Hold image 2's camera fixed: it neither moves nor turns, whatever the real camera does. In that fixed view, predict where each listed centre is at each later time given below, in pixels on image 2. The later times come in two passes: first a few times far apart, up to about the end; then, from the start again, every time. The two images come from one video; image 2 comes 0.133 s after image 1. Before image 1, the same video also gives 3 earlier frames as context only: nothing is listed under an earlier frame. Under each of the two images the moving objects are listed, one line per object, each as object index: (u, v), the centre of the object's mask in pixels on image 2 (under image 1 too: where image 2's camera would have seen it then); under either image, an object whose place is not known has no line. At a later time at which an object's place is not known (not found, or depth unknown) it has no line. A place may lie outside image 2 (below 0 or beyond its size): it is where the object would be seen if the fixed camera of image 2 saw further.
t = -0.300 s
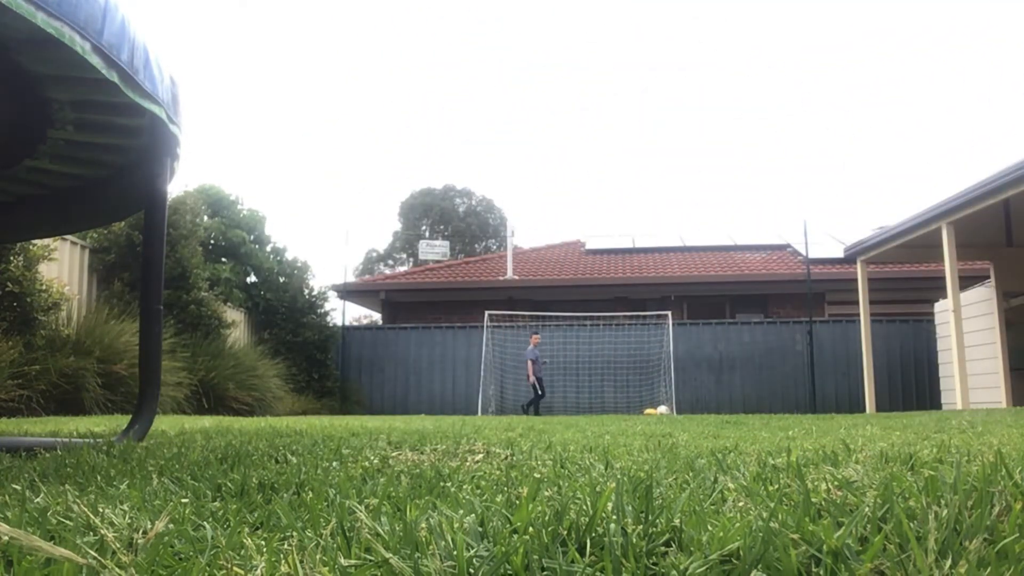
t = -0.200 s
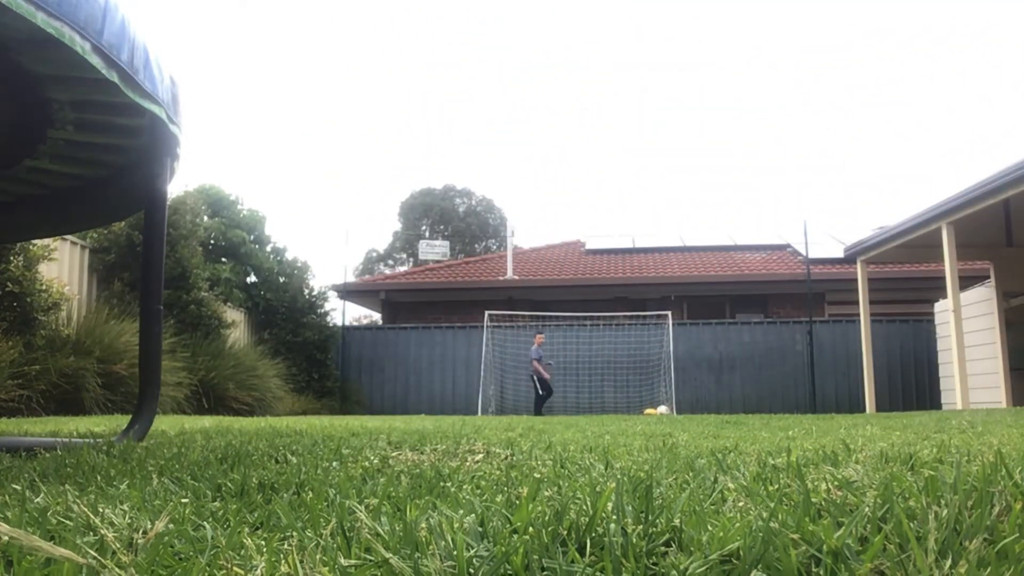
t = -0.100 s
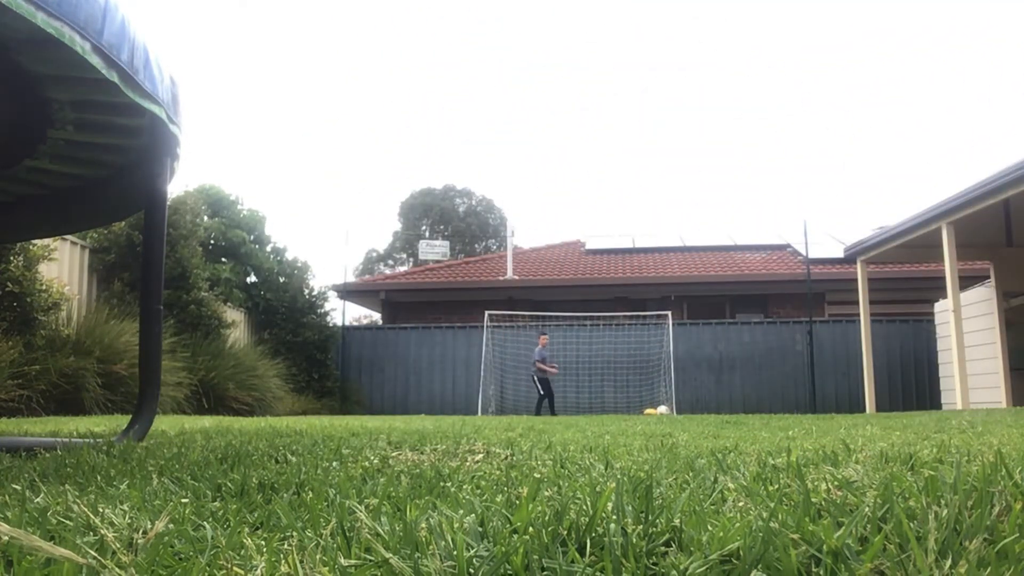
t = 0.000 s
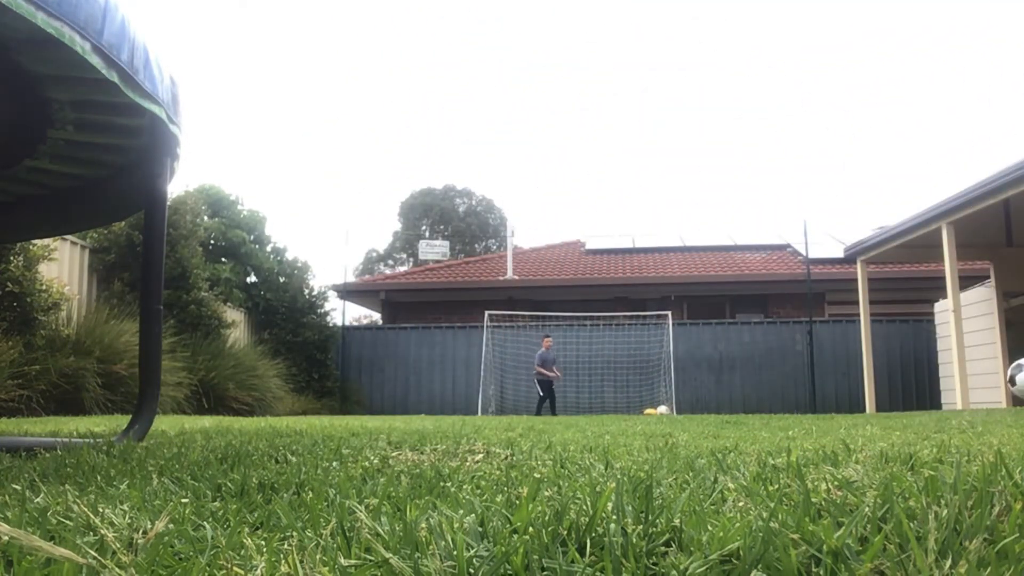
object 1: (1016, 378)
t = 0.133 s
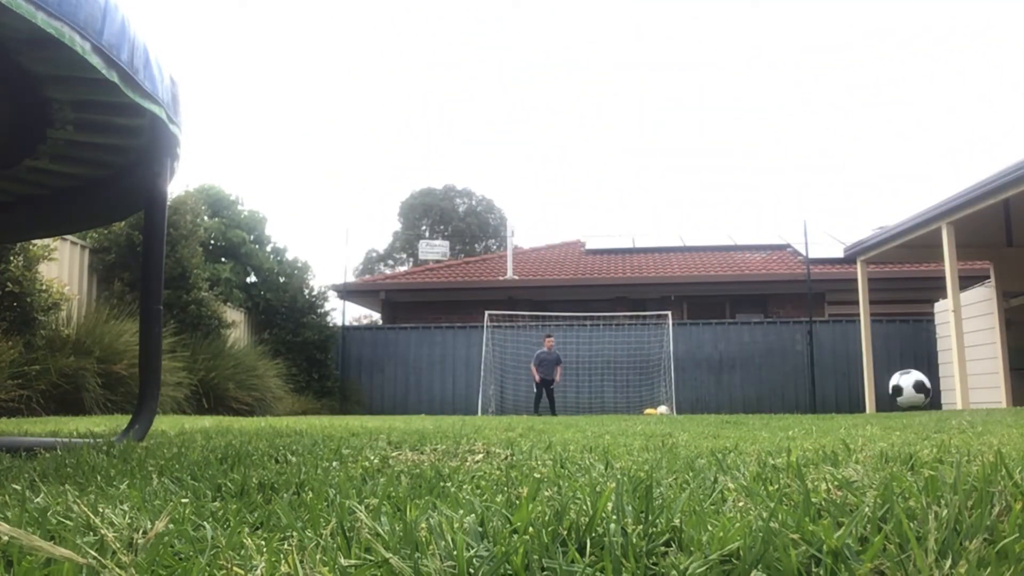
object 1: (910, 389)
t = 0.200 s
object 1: (868, 382)
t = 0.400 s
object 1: (768, 399)
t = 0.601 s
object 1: (691, 402)
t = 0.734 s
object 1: (650, 403)
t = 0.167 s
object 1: (890, 385)
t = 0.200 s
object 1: (868, 382)
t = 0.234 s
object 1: (848, 383)
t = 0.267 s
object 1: (831, 385)
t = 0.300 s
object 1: (814, 388)
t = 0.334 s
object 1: (797, 393)
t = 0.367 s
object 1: (782, 400)
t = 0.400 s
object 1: (768, 399)
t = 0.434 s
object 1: (754, 396)
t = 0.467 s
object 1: (739, 394)
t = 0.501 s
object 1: (727, 394)
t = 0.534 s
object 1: (715, 396)
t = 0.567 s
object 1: (703, 398)
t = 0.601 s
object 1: (691, 402)
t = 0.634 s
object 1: (681, 404)
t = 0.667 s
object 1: (670, 403)
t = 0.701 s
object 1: (660, 403)
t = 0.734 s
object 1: (650, 403)
